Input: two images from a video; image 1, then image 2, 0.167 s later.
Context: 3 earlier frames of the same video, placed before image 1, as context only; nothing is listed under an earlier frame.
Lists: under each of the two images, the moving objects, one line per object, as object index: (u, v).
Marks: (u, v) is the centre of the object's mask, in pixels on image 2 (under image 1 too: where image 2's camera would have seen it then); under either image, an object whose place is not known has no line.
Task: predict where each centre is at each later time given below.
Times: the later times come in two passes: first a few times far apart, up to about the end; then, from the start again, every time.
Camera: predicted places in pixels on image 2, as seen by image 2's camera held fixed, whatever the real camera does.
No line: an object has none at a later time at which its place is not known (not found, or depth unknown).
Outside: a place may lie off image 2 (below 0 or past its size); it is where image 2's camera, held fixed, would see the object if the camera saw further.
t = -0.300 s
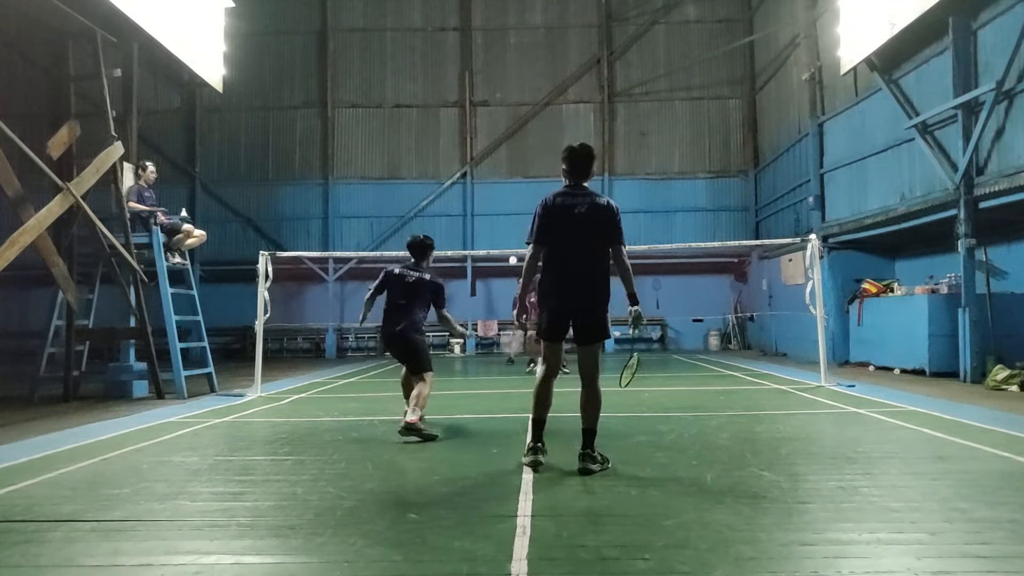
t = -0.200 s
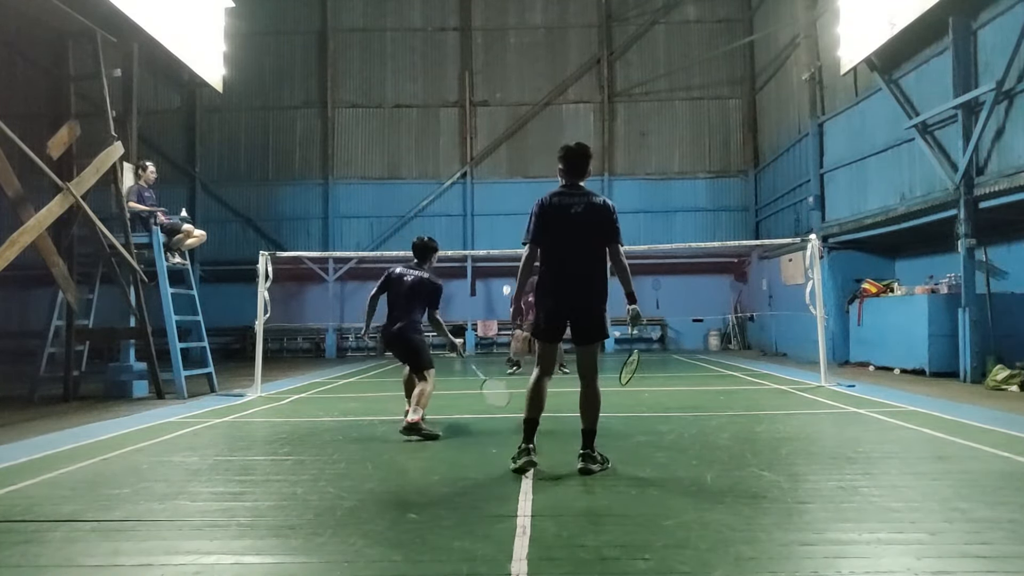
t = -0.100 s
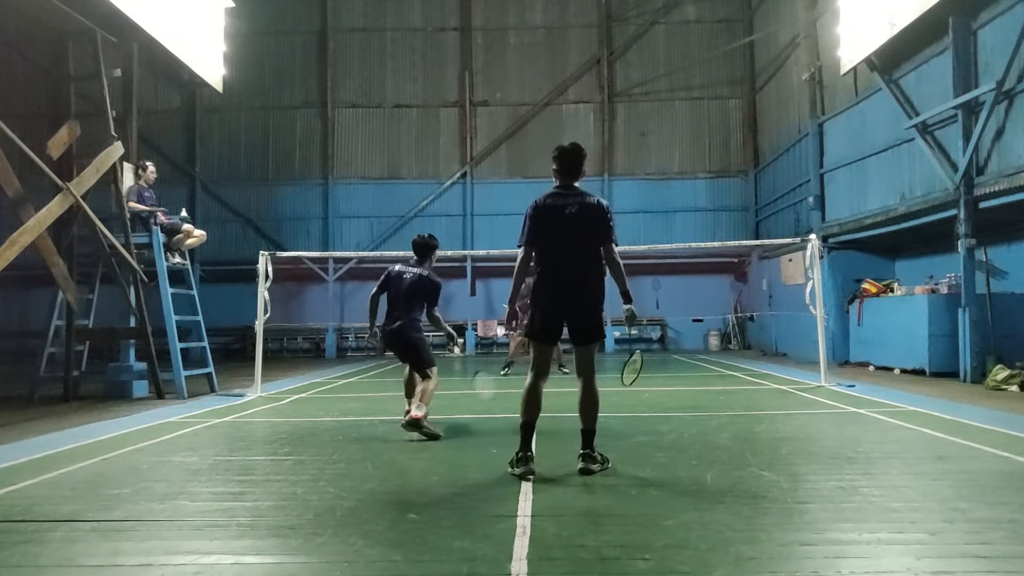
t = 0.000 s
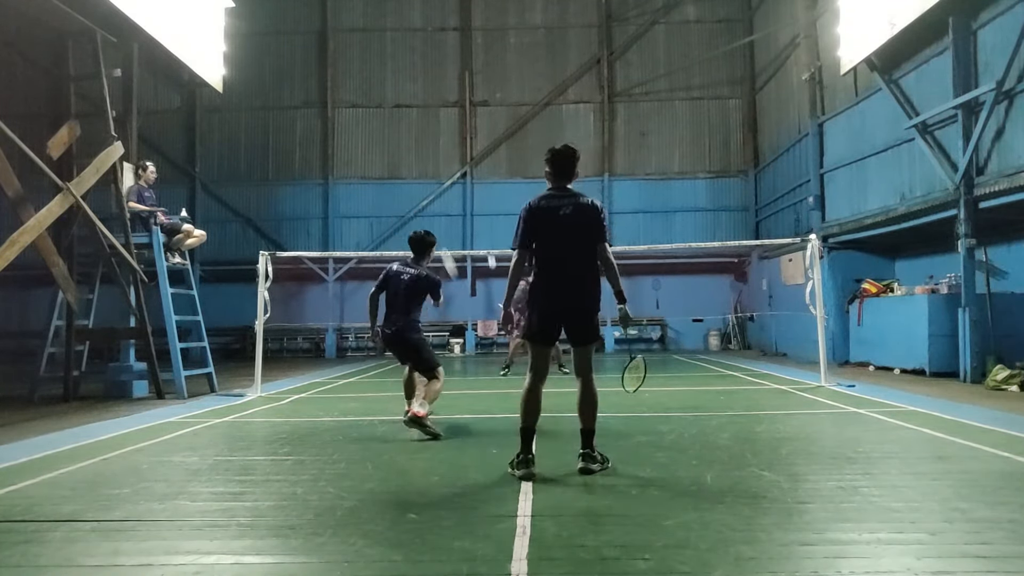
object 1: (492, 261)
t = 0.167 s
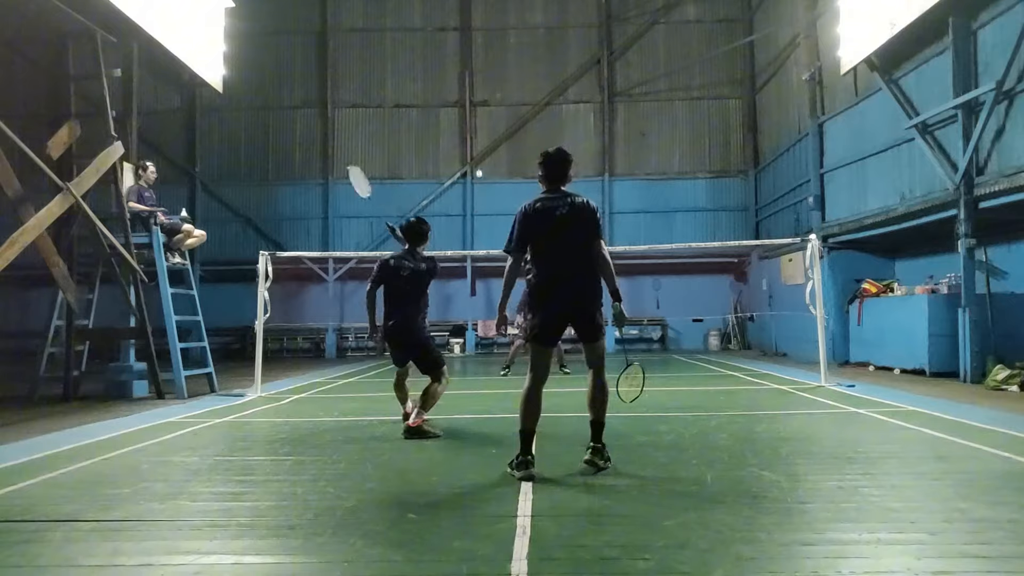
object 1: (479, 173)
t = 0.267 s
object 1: (476, 152)
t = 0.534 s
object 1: (472, 144)
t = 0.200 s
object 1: (478, 164)
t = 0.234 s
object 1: (477, 157)
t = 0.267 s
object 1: (476, 152)
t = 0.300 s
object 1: (475, 148)
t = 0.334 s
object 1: (475, 145)
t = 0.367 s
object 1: (474, 142)
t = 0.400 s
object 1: (473, 141)
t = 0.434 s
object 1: (473, 141)
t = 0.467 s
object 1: (472, 141)
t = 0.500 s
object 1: (472, 142)
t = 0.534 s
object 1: (472, 144)
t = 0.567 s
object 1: (472, 145)
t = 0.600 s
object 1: (472, 148)
